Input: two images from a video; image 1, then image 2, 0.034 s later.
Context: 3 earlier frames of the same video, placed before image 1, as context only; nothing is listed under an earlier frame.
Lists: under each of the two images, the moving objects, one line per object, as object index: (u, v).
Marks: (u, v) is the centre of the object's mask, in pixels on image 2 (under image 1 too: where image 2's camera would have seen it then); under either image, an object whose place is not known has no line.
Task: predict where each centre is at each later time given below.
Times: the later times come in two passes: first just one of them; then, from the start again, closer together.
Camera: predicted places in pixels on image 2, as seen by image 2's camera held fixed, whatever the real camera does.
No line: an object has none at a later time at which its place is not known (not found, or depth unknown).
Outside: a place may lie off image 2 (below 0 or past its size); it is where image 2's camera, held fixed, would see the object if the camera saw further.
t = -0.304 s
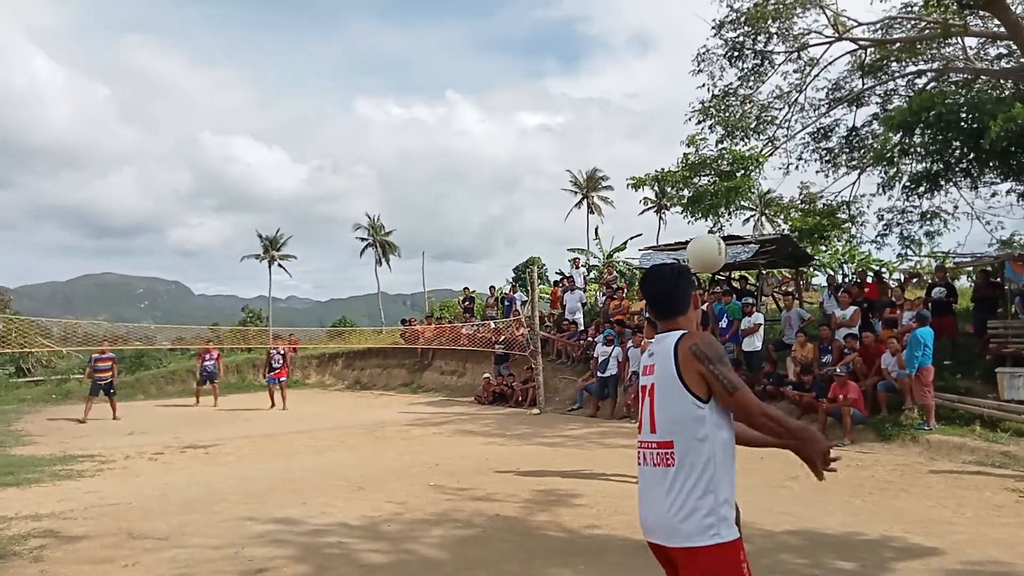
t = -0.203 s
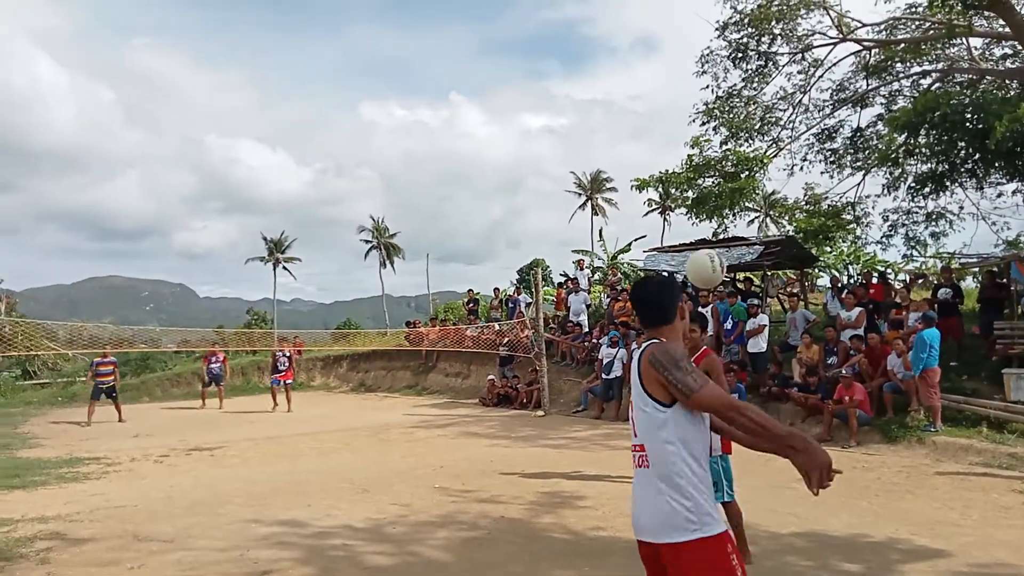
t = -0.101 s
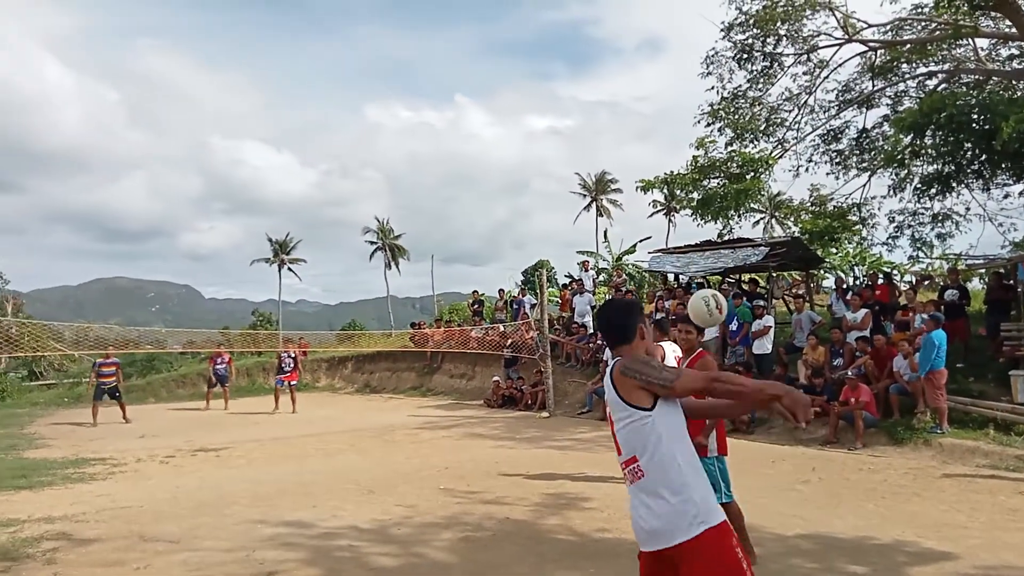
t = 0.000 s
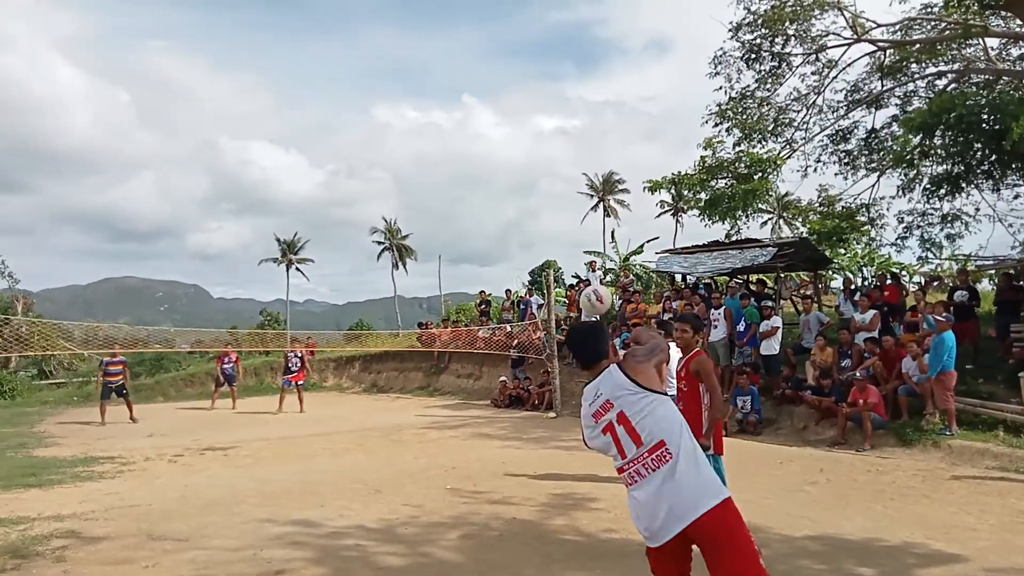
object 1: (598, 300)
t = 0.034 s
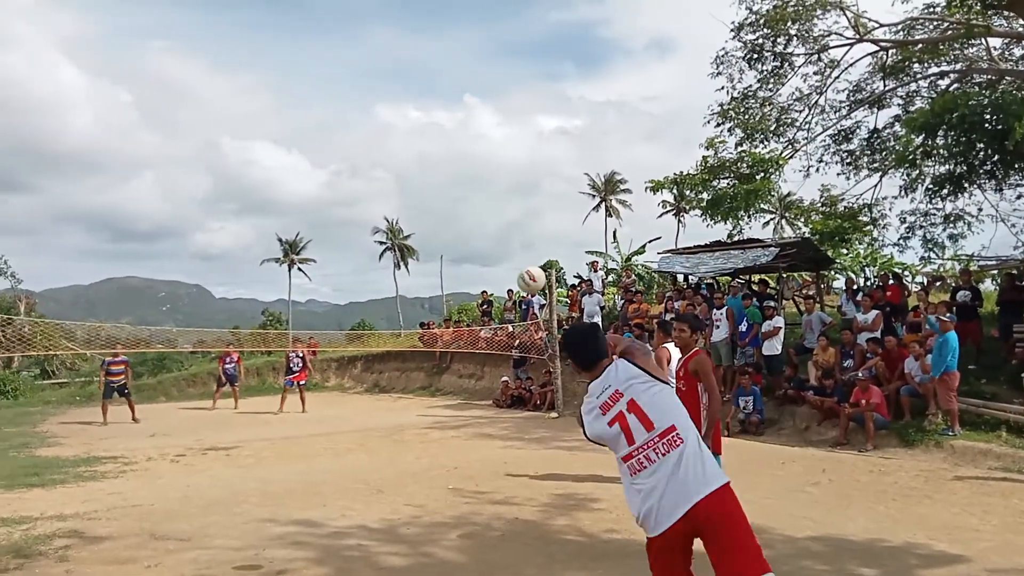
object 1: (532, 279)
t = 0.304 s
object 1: (274, 244)
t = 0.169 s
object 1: (365, 244)
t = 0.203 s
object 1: (337, 242)
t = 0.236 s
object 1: (314, 241)
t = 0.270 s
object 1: (293, 243)
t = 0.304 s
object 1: (274, 244)
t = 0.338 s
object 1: (257, 247)
